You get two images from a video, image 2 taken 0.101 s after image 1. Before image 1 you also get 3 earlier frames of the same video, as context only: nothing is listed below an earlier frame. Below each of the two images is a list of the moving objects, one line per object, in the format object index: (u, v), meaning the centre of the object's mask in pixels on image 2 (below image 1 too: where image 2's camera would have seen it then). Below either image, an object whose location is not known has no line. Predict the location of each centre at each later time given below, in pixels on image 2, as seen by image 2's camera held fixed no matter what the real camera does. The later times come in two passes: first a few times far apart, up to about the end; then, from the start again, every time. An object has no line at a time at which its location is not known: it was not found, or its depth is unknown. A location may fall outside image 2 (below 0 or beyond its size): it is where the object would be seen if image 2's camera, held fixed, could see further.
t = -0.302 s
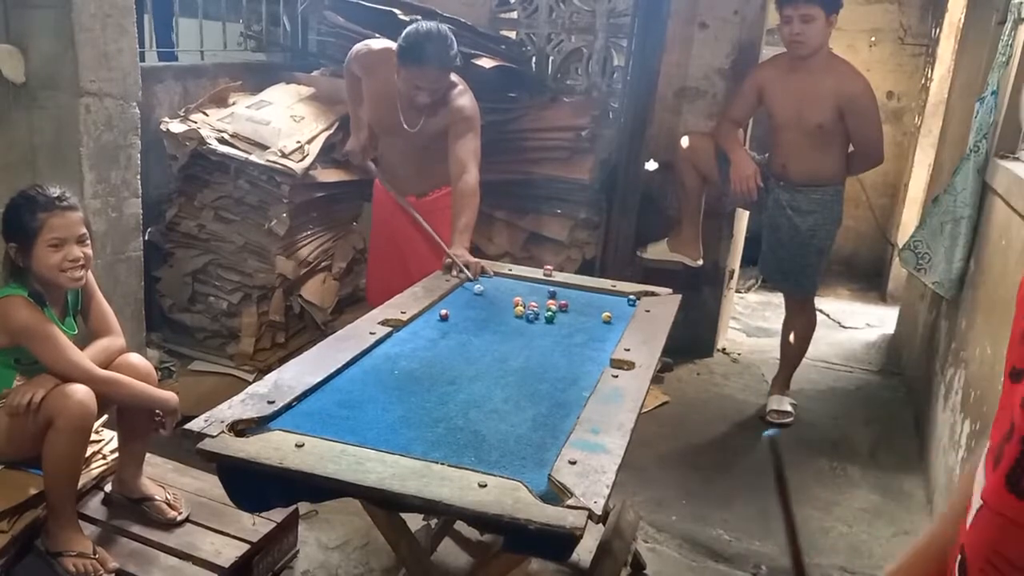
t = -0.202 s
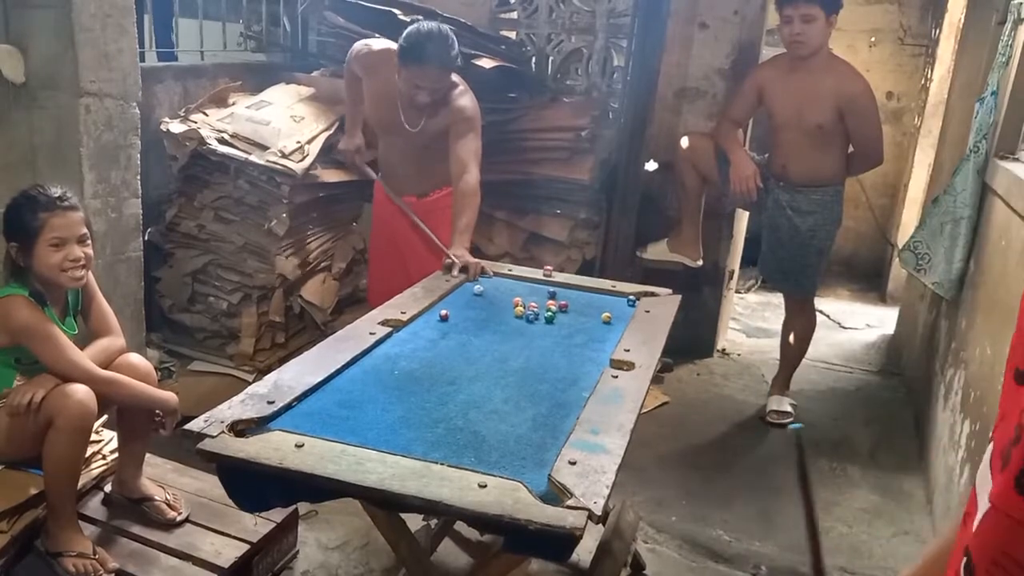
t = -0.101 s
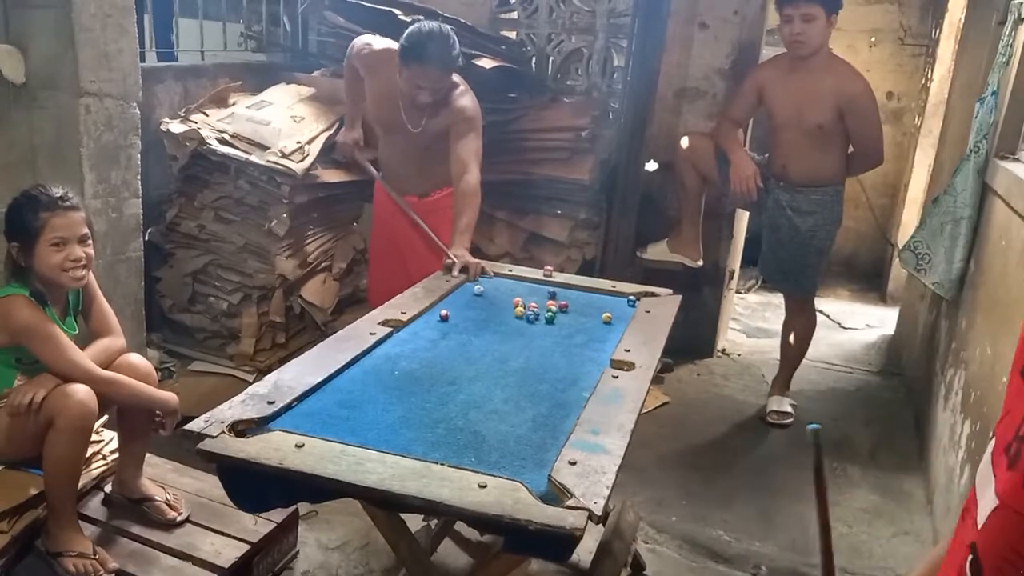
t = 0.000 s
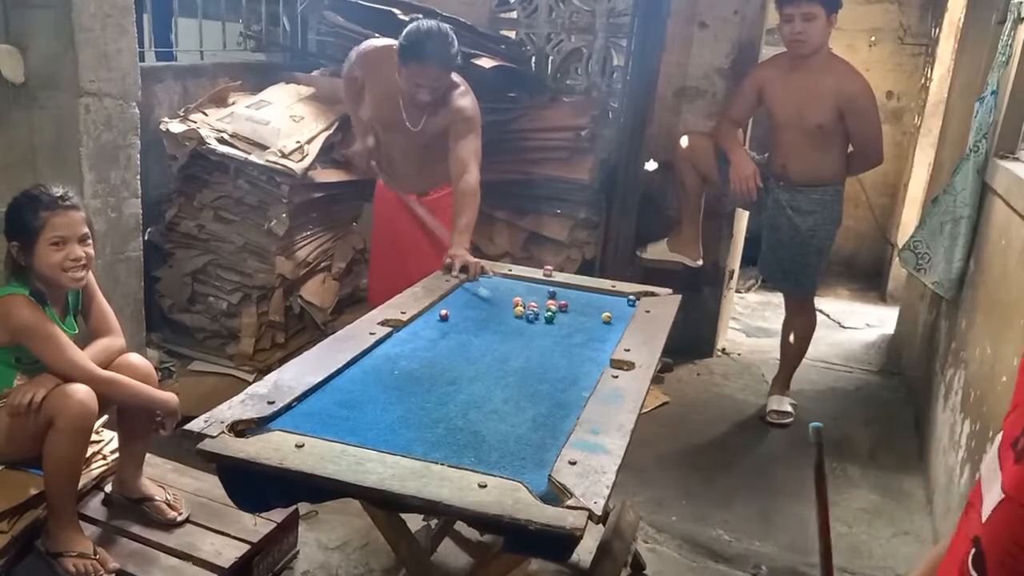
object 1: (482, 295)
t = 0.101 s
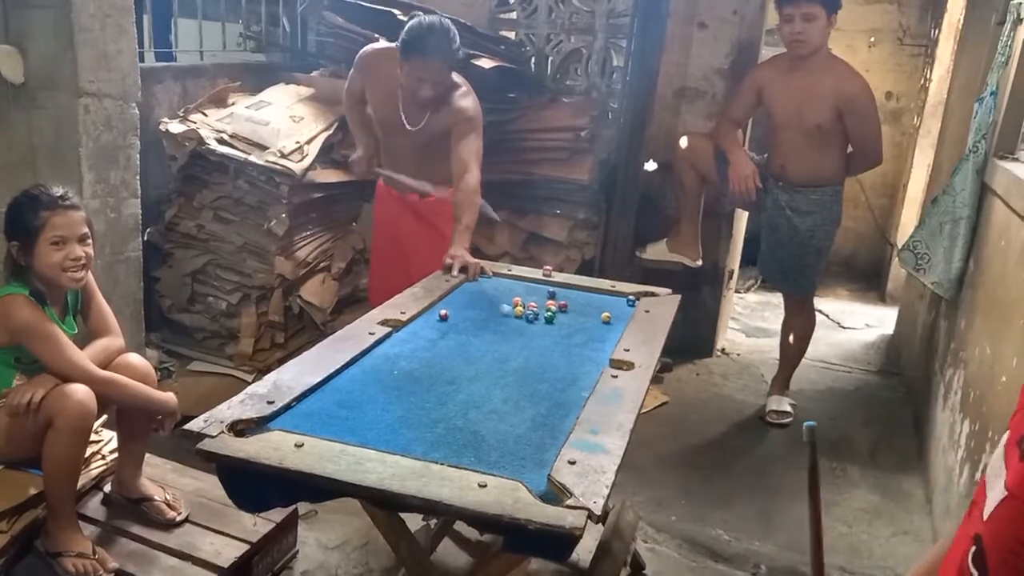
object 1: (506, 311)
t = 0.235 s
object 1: (530, 332)
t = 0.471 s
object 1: (578, 373)
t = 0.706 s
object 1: (551, 399)
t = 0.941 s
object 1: (507, 418)
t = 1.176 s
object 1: (469, 432)
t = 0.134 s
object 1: (512, 315)
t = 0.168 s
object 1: (518, 321)
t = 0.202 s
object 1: (524, 326)
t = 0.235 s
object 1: (530, 332)
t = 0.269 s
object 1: (537, 335)
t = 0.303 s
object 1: (543, 343)
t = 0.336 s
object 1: (550, 349)
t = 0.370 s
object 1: (556, 354)
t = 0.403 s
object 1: (563, 359)
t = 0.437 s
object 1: (570, 365)
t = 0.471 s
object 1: (578, 373)
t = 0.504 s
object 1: (585, 380)
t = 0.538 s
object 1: (586, 382)
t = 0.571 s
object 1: (577, 387)
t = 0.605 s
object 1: (570, 390)
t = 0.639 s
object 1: (565, 392)
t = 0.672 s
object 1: (557, 396)
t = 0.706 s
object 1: (551, 399)
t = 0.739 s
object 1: (545, 401)
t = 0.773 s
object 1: (538, 404)
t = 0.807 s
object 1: (531, 407)
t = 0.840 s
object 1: (525, 409)
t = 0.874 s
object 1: (519, 412)
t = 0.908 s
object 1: (512, 415)
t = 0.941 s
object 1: (507, 418)
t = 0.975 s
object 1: (501, 419)
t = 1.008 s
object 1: (494, 422)
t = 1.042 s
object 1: (489, 424)
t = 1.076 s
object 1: (483, 426)
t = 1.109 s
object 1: (478, 429)
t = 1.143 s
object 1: (473, 431)
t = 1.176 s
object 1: (469, 432)
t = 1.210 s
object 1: (464, 434)
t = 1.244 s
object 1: (460, 436)
